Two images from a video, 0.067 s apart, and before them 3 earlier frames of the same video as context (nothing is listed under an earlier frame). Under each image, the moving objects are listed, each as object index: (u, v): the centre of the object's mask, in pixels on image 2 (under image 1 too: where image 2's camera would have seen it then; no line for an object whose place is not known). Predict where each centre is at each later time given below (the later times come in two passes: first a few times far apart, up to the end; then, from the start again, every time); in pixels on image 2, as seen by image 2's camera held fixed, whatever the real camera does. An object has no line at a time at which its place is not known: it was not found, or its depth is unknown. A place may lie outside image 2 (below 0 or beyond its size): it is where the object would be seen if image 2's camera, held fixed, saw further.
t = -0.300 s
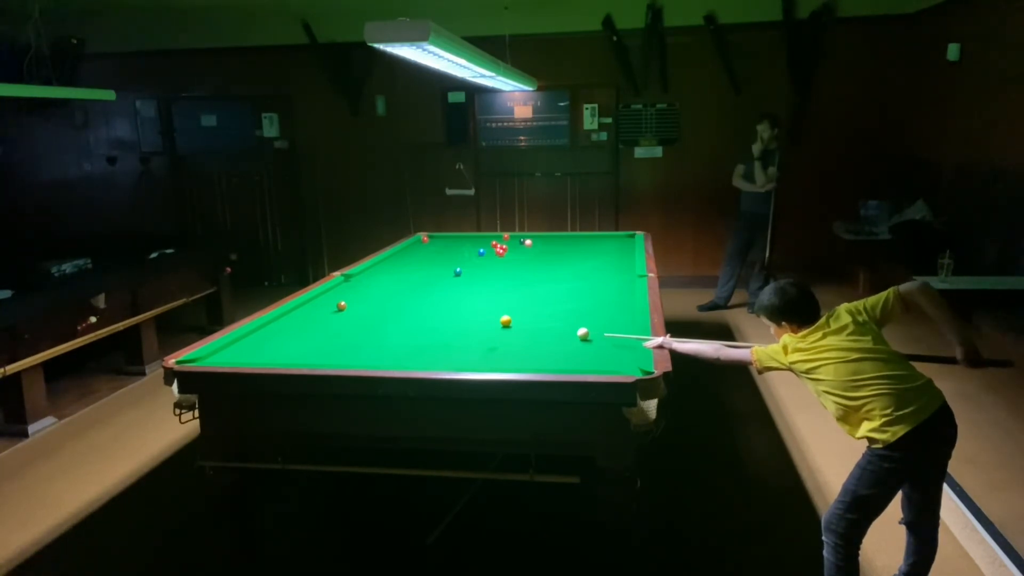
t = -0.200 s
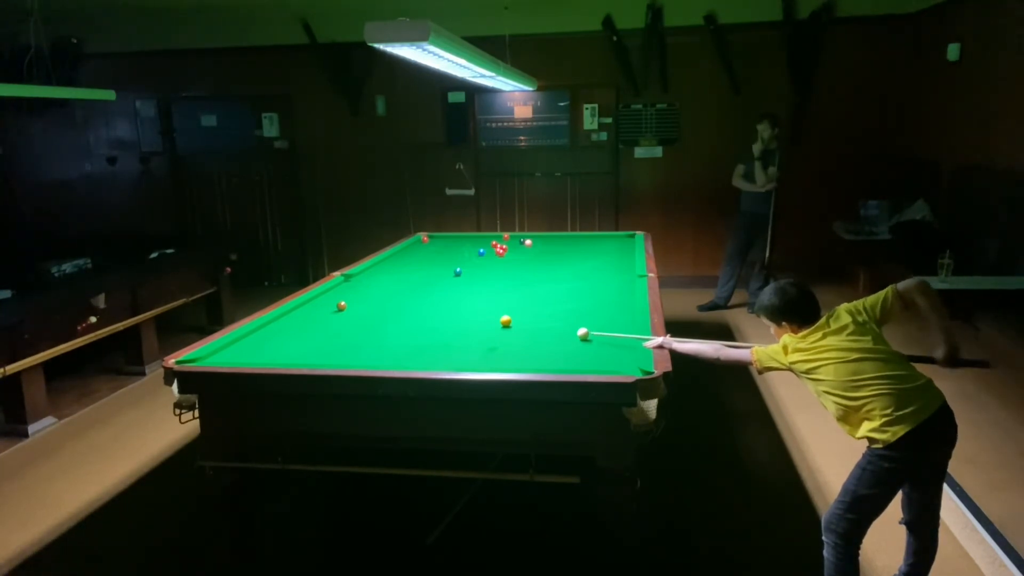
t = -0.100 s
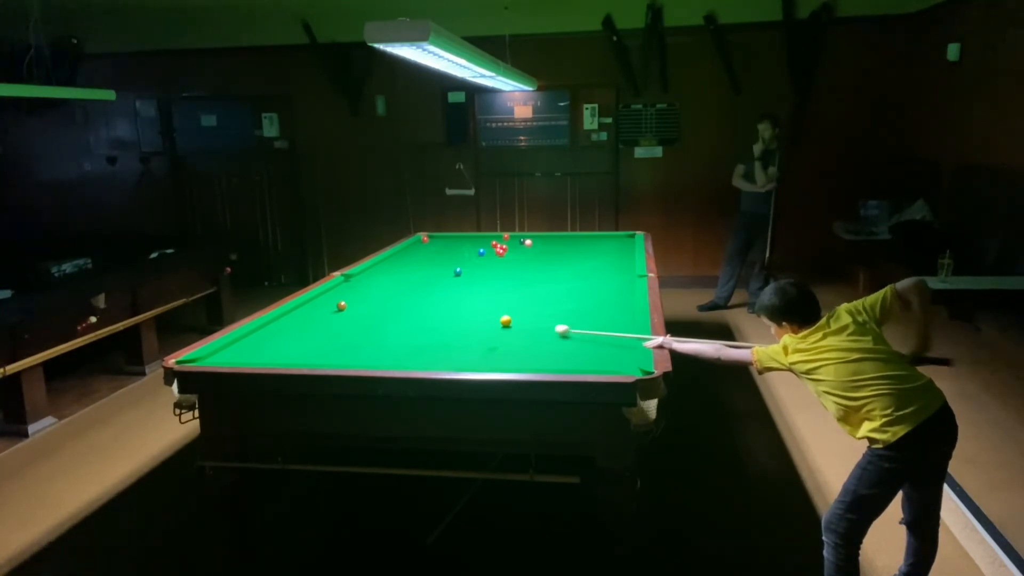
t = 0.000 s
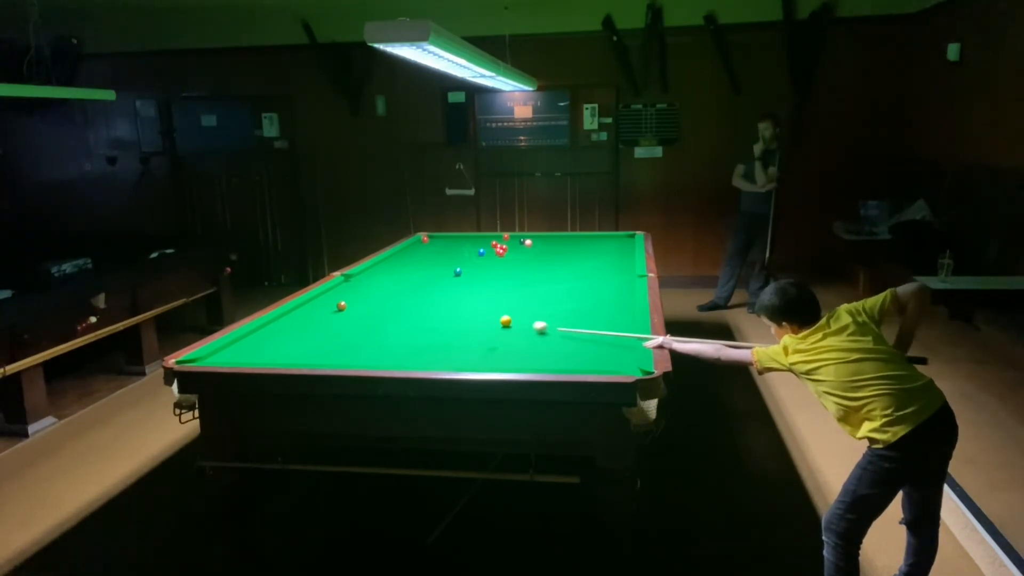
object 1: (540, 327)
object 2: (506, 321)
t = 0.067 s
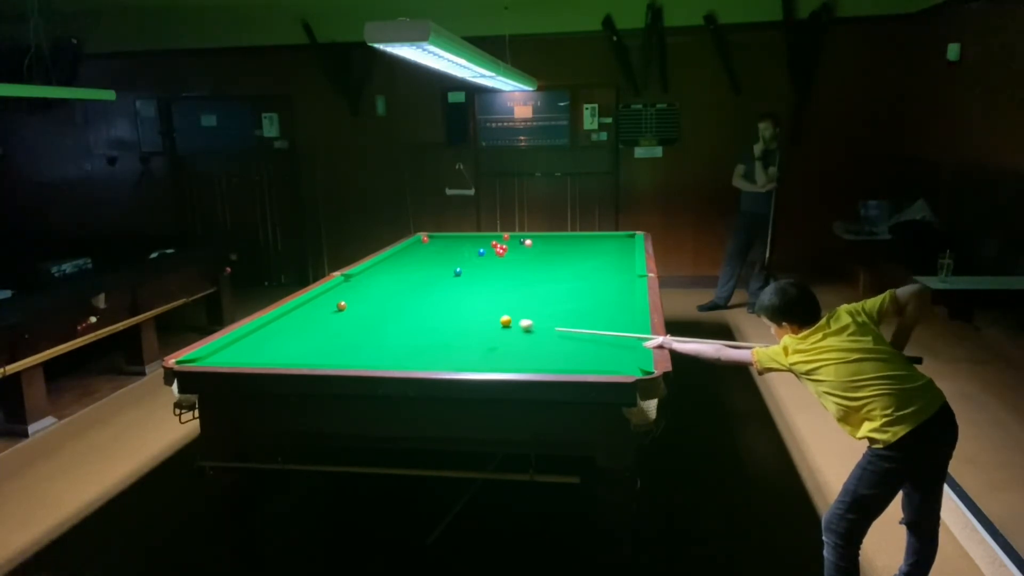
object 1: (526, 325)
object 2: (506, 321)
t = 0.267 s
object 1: (502, 324)
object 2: (491, 317)
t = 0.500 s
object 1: (483, 324)
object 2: (472, 311)
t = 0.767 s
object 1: (461, 325)
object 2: (452, 306)
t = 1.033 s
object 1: (441, 325)
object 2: (435, 301)
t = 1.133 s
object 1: (433, 326)
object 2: (428, 299)
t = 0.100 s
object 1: (520, 324)
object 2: (506, 321)
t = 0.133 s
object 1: (513, 323)
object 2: (504, 321)
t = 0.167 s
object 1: (510, 323)
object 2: (501, 319)
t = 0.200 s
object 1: (508, 324)
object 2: (497, 318)
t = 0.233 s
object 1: (505, 324)
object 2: (494, 318)
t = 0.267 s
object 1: (502, 324)
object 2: (491, 317)
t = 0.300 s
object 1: (500, 324)
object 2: (488, 316)
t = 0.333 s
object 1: (497, 324)
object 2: (485, 315)
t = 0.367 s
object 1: (494, 324)
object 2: (482, 314)
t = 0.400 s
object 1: (491, 324)
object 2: (480, 314)
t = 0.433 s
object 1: (488, 324)
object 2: (477, 313)
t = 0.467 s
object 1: (485, 324)
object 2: (474, 312)
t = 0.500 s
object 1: (483, 324)
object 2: (472, 311)
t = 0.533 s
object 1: (480, 324)
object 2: (469, 311)
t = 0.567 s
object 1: (477, 324)
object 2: (467, 310)
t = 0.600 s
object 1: (474, 324)
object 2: (464, 309)
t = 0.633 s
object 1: (472, 325)
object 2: (462, 309)
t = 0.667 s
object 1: (469, 325)
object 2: (459, 308)
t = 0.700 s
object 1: (466, 325)
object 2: (457, 307)
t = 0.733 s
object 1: (464, 325)
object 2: (455, 307)
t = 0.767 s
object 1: (461, 325)
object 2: (452, 306)
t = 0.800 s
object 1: (458, 325)
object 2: (450, 305)
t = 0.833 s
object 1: (456, 325)
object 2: (448, 305)
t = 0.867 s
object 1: (453, 325)
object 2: (446, 304)
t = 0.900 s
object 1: (451, 325)
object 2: (443, 303)
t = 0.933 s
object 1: (448, 325)
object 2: (441, 303)
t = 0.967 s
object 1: (446, 325)
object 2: (439, 302)
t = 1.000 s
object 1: (443, 325)
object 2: (437, 302)
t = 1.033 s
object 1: (441, 325)
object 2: (435, 301)
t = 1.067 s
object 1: (438, 325)
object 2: (433, 300)
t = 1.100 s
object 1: (436, 326)
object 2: (430, 300)
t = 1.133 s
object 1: (433, 326)
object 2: (428, 299)
